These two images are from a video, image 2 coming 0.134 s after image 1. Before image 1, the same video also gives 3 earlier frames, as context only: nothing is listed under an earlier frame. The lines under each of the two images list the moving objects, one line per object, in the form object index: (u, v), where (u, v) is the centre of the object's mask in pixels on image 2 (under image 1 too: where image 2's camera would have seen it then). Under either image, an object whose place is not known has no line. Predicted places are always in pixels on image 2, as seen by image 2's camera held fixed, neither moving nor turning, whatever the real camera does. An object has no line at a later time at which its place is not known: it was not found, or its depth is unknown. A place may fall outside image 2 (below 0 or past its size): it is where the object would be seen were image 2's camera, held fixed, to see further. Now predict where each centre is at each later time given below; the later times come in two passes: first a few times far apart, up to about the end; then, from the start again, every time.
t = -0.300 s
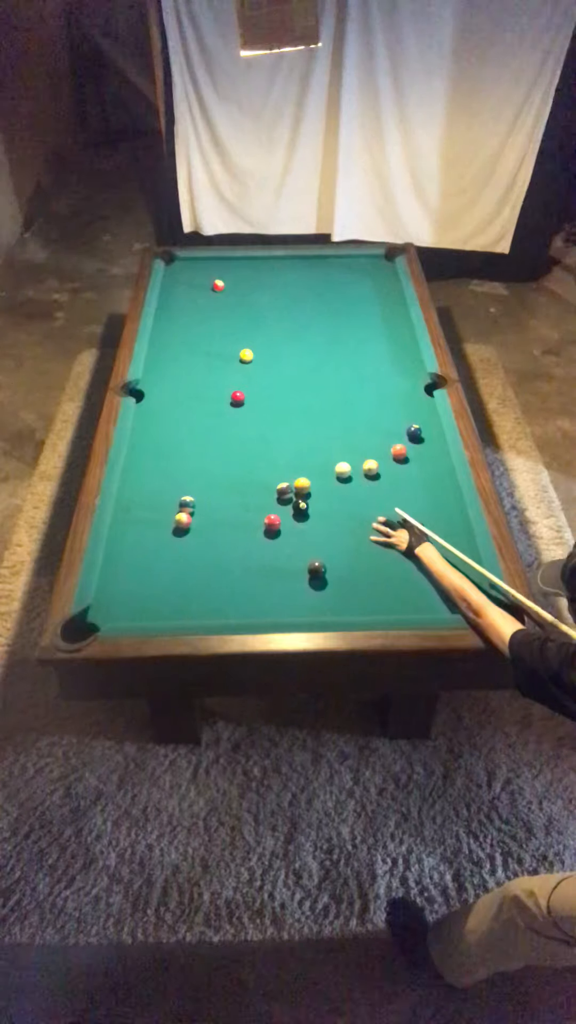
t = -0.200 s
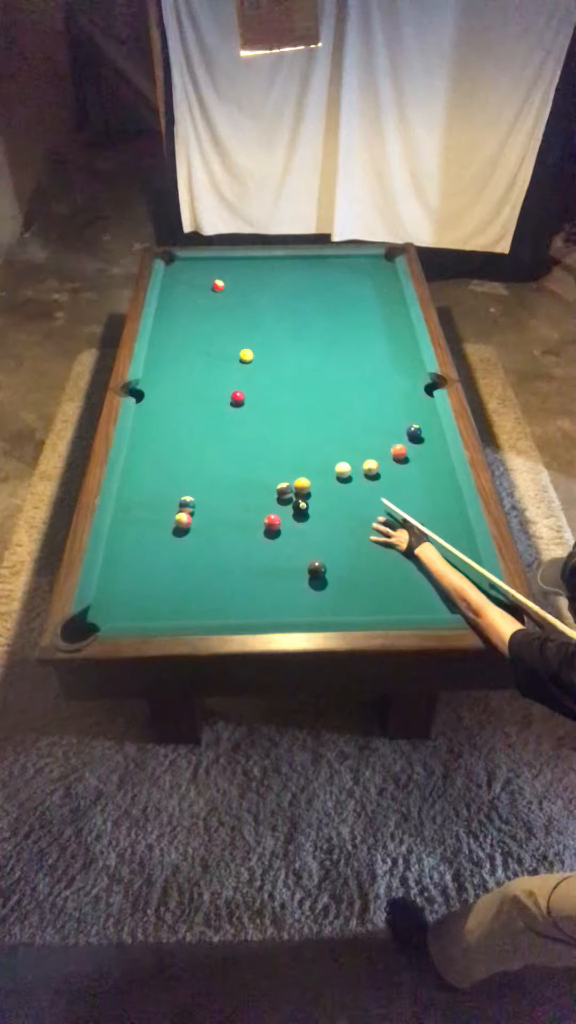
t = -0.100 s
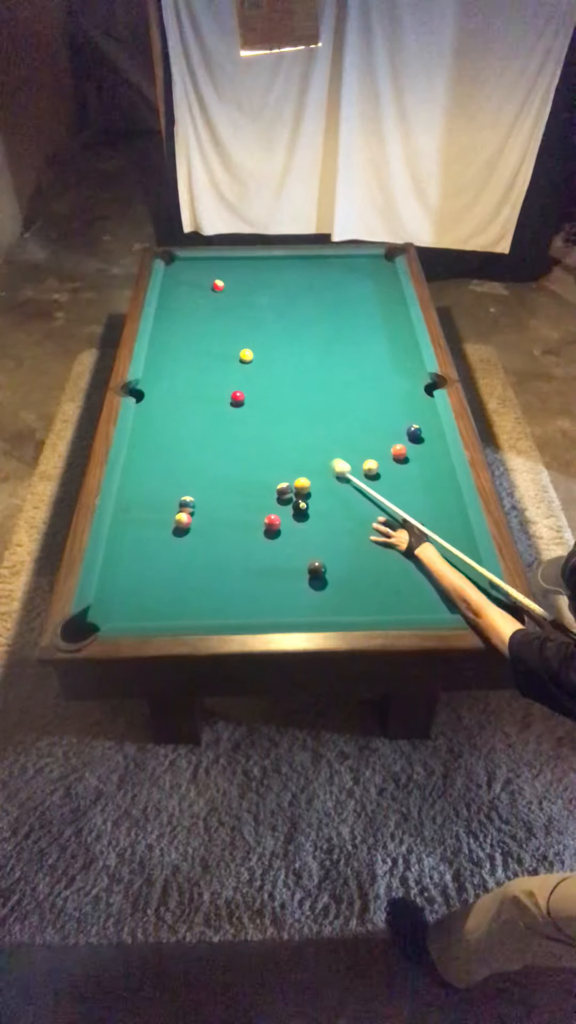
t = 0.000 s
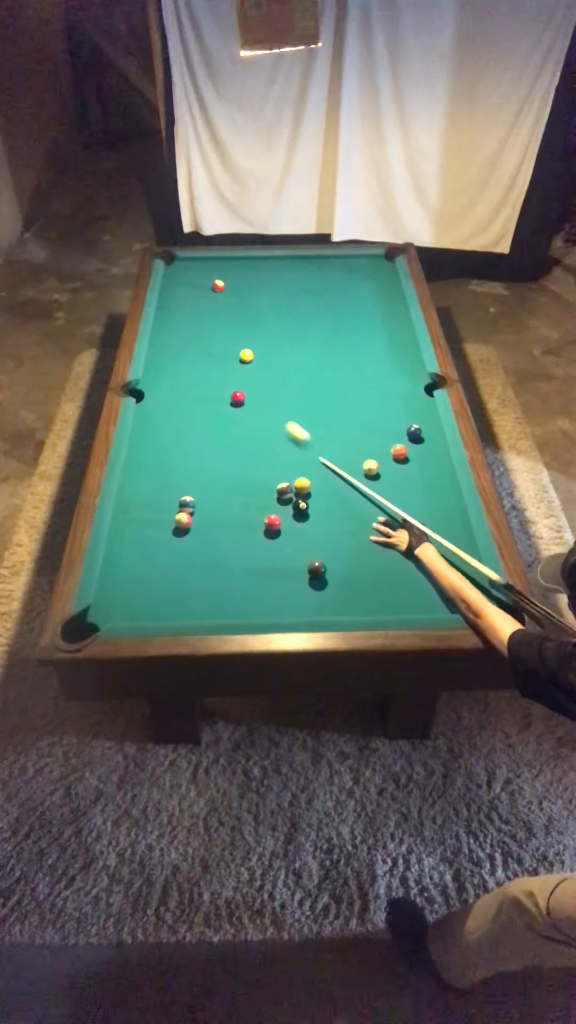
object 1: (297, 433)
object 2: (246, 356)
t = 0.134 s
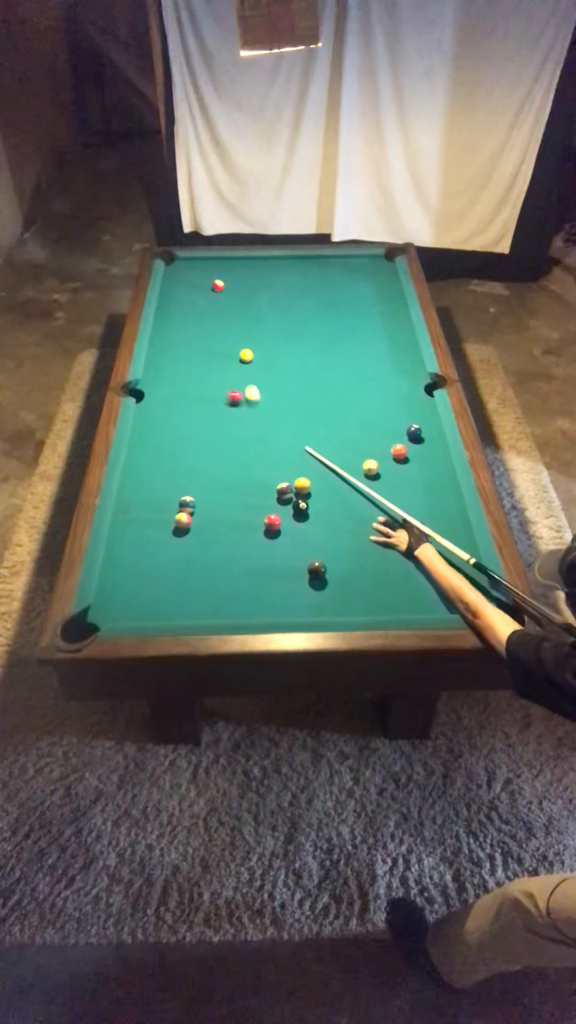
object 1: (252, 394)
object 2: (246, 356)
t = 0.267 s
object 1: (249, 368)
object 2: (246, 355)
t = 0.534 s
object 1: (245, 356)
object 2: (242, 326)
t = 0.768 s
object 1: (242, 348)
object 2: (238, 305)
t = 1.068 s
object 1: (238, 339)
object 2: (234, 281)
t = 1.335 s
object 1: (234, 333)
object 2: (232, 263)
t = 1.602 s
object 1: (231, 329)
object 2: (229, 266)
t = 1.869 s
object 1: (228, 326)
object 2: (227, 275)
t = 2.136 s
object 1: (226, 324)
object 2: (228, 283)
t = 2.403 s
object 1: (225, 323)
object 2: (233, 287)
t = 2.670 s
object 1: (226, 323)
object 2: (239, 291)
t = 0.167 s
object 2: (246, 356)
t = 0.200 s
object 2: (246, 356)
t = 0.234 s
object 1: (250, 373)
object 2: (246, 356)
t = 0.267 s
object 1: (249, 368)
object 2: (246, 355)
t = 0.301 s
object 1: (247, 364)
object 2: (246, 352)
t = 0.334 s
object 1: (247, 363)
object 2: (245, 349)
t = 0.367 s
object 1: (247, 362)
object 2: (245, 343)
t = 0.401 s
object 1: (246, 361)
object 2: (244, 339)
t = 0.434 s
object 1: (246, 360)
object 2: (243, 336)
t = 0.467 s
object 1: (246, 358)
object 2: (243, 332)
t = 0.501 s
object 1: (245, 357)
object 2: (242, 329)
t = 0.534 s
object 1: (245, 356)
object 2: (242, 326)
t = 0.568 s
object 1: (244, 354)
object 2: (241, 323)
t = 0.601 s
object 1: (244, 353)
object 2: (241, 320)
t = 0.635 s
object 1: (243, 352)
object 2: (240, 317)
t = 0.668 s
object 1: (243, 351)
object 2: (240, 314)
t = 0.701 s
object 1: (242, 350)
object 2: (239, 310)
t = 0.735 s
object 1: (242, 349)
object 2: (239, 308)
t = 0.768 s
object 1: (242, 348)
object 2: (238, 305)
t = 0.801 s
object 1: (241, 347)
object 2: (238, 302)
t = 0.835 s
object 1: (241, 345)
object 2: (237, 299)
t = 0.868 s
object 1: (240, 344)
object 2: (237, 296)
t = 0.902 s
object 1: (240, 344)
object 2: (236, 294)
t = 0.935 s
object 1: (240, 342)
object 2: (236, 291)
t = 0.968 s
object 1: (239, 341)
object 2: (236, 289)
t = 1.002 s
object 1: (239, 341)
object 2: (235, 286)
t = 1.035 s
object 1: (238, 340)
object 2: (235, 283)
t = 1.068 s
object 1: (238, 339)
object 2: (234, 281)
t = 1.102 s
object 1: (237, 338)
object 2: (234, 279)
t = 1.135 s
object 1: (237, 337)
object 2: (234, 276)
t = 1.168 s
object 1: (237, 336)
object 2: (233, 274)
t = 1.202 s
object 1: (236, 336)
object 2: (233, 272)
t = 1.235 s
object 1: (236, 335)
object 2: (233, 269)
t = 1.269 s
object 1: (235, 334)
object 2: (232, 267)
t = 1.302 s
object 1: (235, 334)
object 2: (232, 265)
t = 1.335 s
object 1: (234, 333)
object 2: (232, 263)
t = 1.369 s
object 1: (234, 332)
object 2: (232, 261)
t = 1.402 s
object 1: (233, 332)
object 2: (231, 259)
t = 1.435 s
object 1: (233, 331)
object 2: (231, 260)
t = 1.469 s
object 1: (233, 331)
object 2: (230, 261)
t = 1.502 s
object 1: (232, 330)
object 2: (230, 263)
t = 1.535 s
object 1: (232, 330)
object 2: (230, 264)
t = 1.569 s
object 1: (231, 329)
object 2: (229, 265)
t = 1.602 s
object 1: (231, 329)
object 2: (229, 266)
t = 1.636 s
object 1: (230, 328)
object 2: (229, 267)
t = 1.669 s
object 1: (230, 328)
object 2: (228, 268)
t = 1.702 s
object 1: (230, 327)
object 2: (228, 270)
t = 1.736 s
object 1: (229, 327)
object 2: (228, 271)
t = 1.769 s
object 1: (229, 327)
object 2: (228, 272)
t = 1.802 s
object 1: (229, 326)
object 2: (228, 273)
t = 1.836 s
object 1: (228, 326)
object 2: (227, 274)
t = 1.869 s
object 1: (228, 326)
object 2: (227, 275)
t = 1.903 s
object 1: (228, 325)
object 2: (227, 276)
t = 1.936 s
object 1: (227, 325)
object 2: (227, 277)
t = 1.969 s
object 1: (227, 325)
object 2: (227, 279)
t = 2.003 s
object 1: (227, 325)
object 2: (227, 280)
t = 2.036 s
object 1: (227, 324)
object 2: (227, 280)
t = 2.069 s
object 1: (226, 324)
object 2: (227, 281)
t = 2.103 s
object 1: (226, 324)
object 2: (228, 282)
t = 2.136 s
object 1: (226, 324)
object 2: (228, 283)
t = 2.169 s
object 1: (226, 323)
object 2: (229, 283)
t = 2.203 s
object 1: (226, 323)
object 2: (230, 284)
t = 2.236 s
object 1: (226, 323)
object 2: (230, 284)
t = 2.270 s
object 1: (225, 323)
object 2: (231, 285)
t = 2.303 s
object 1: (225, 323)
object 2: (232, 286)
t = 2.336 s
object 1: (225, 323)
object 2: (232, 286)
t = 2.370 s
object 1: (225, 323)
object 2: (233, 287)
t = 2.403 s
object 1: (225, 323)
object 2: (233, 287)
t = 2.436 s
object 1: (225, 323)
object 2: (234, 288)
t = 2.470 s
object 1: (225, 323)
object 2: (235, 288)
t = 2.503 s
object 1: (225, 323)
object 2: (235, 289)
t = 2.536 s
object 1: (225, 323)
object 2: (236, 289)
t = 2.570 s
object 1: (225, 322)
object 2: (237, 290)
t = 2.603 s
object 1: (225, 322)
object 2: (237, 290)
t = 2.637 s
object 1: (226, 323)
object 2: (238, 291)
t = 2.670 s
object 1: (226, 323)
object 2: (239, 291)
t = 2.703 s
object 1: (226, 323)
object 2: (239, 291)
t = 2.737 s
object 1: (226, 323)
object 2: (240, 292)
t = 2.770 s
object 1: (226, 323)
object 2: (240, 292)
